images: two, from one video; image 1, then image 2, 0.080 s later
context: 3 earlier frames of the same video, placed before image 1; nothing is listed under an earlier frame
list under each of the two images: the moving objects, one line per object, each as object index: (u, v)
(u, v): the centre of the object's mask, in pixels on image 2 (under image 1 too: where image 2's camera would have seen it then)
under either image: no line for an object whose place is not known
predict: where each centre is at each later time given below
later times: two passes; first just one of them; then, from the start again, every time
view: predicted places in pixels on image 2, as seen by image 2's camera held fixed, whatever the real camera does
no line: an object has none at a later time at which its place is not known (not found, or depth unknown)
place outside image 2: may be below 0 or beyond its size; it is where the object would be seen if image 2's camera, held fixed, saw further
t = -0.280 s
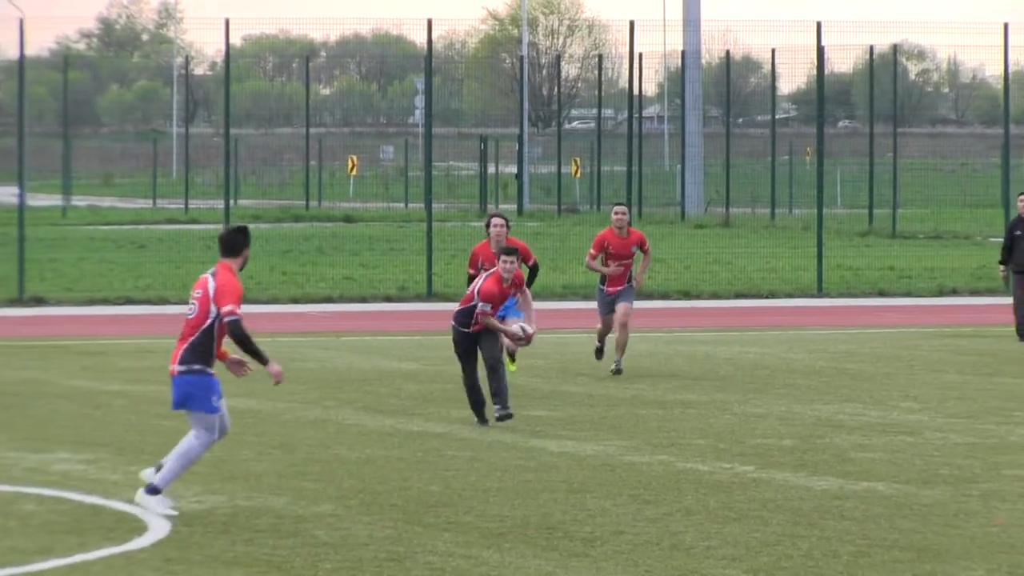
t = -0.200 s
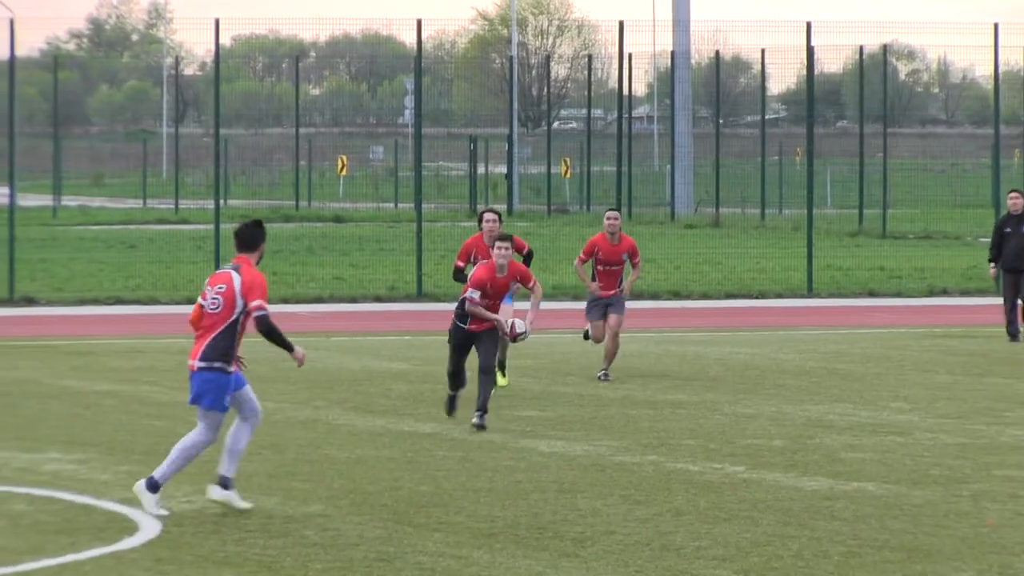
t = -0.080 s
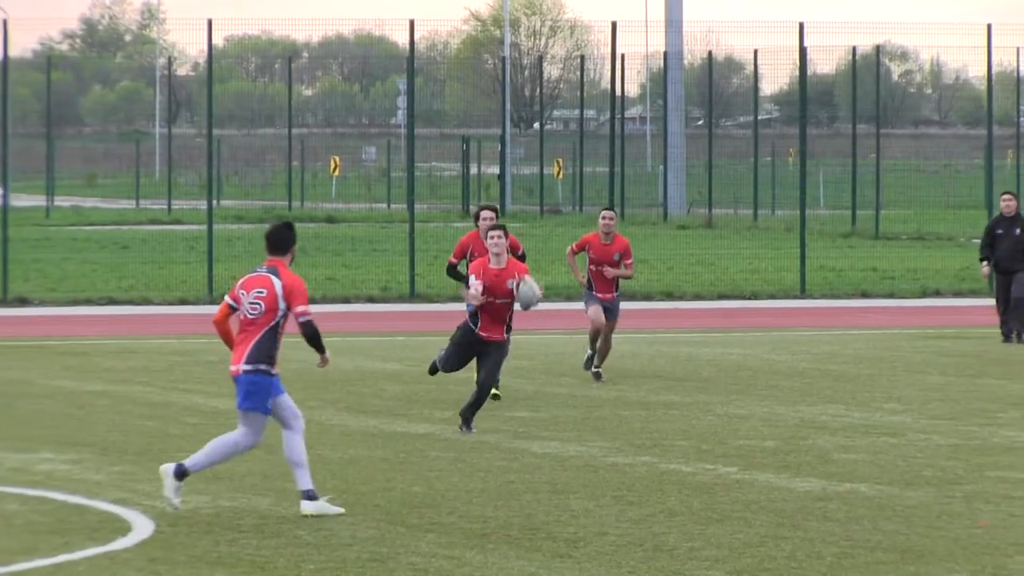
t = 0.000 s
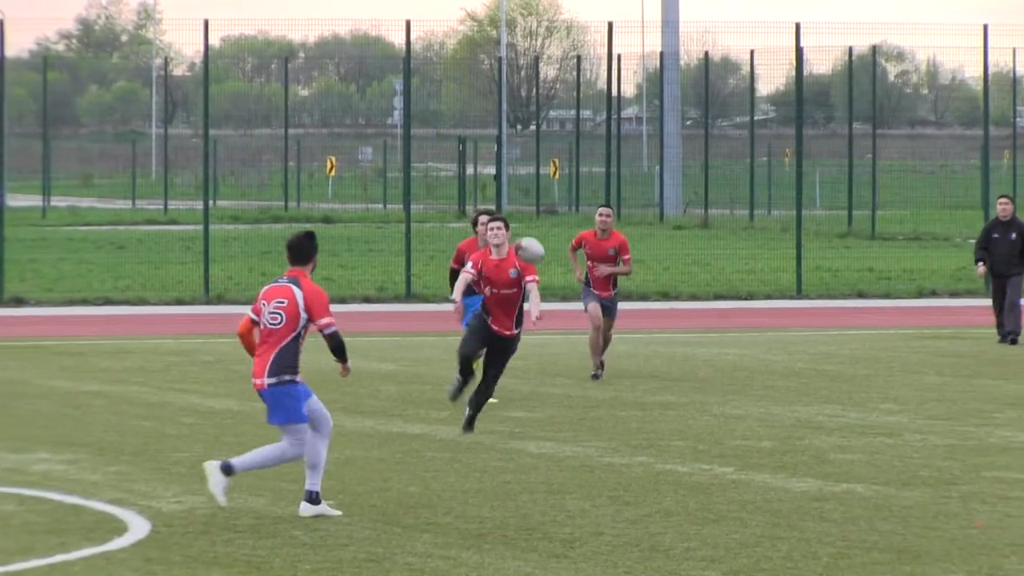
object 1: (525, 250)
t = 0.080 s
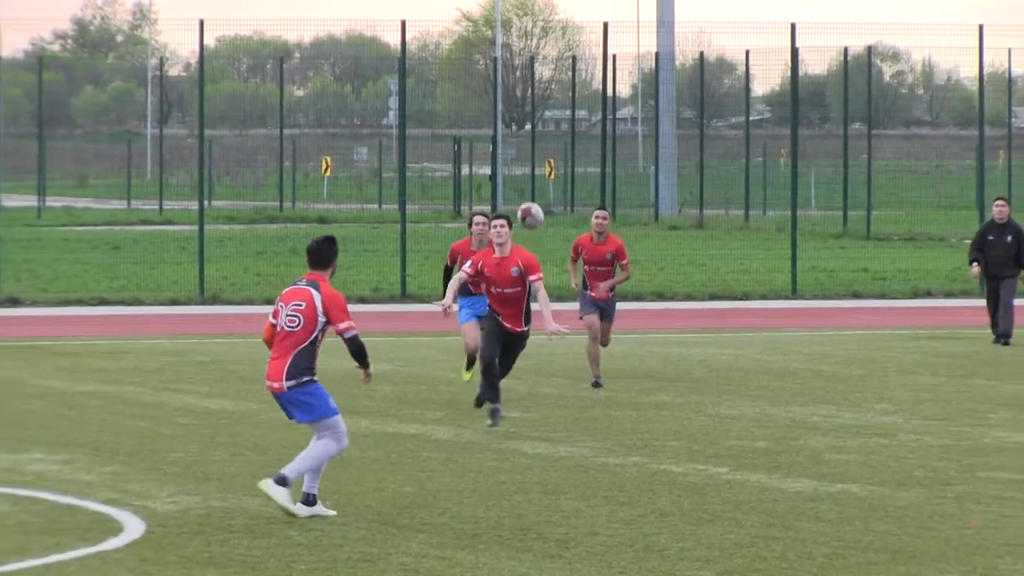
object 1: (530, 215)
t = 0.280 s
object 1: (528, 156)
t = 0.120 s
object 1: (532, 199)
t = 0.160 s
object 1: (531, 186)
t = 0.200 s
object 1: (531, 175)
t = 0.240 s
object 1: (531, 164)
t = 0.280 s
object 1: (528, 156)
